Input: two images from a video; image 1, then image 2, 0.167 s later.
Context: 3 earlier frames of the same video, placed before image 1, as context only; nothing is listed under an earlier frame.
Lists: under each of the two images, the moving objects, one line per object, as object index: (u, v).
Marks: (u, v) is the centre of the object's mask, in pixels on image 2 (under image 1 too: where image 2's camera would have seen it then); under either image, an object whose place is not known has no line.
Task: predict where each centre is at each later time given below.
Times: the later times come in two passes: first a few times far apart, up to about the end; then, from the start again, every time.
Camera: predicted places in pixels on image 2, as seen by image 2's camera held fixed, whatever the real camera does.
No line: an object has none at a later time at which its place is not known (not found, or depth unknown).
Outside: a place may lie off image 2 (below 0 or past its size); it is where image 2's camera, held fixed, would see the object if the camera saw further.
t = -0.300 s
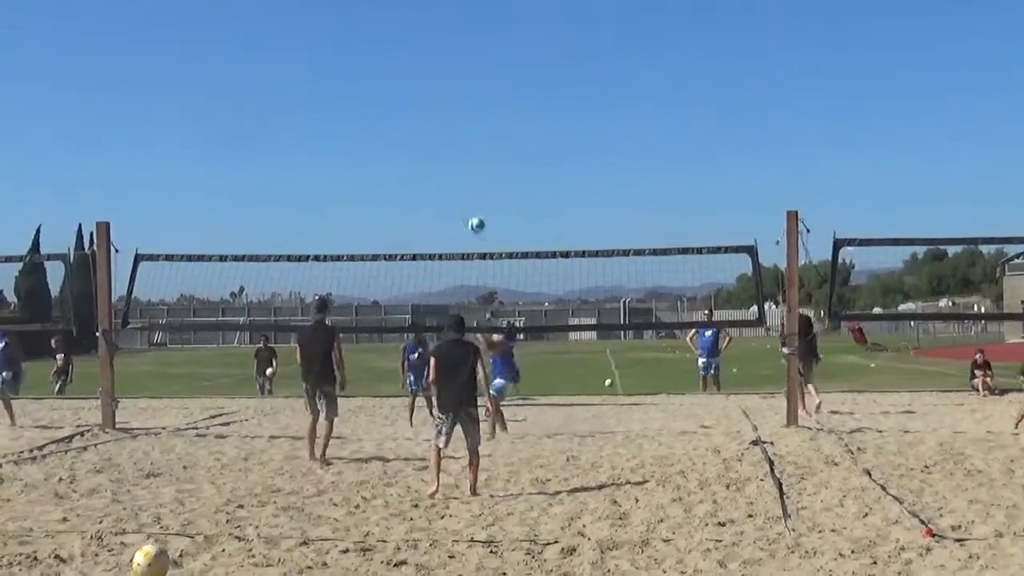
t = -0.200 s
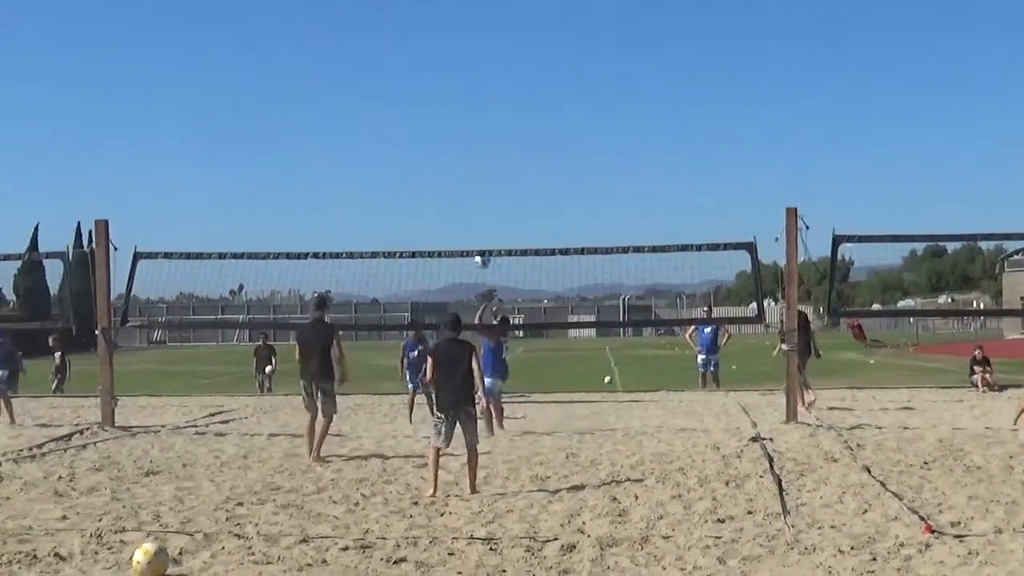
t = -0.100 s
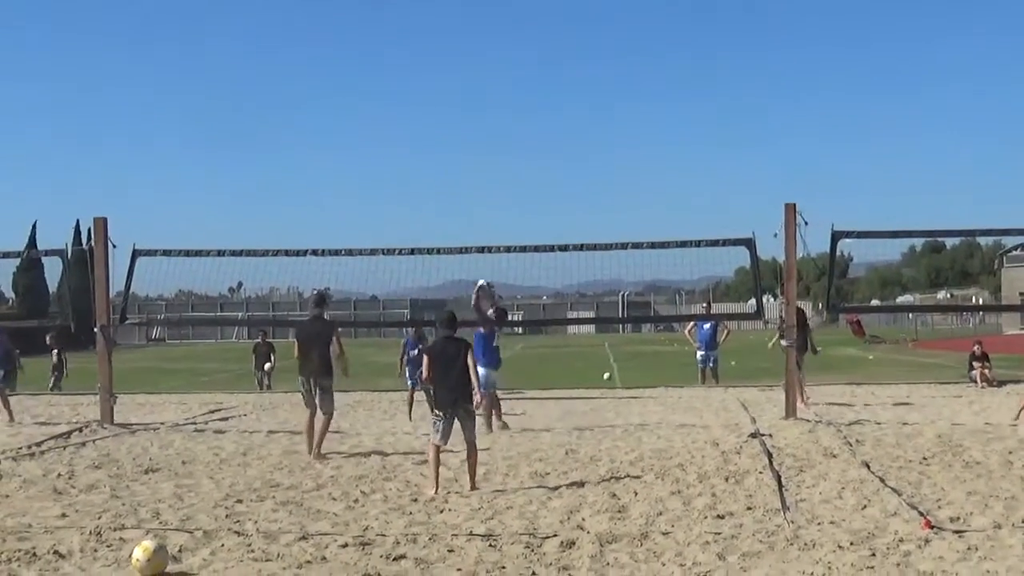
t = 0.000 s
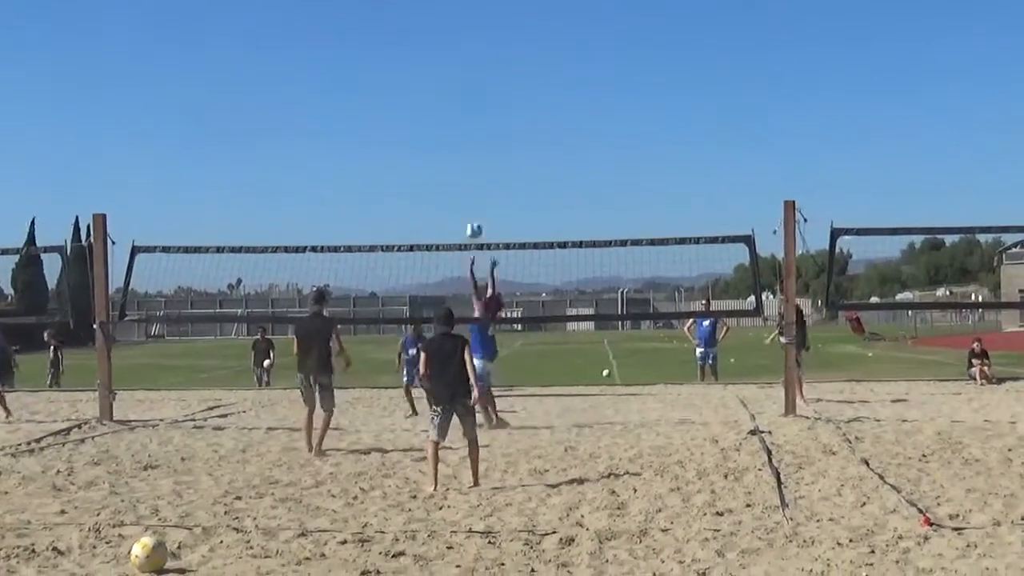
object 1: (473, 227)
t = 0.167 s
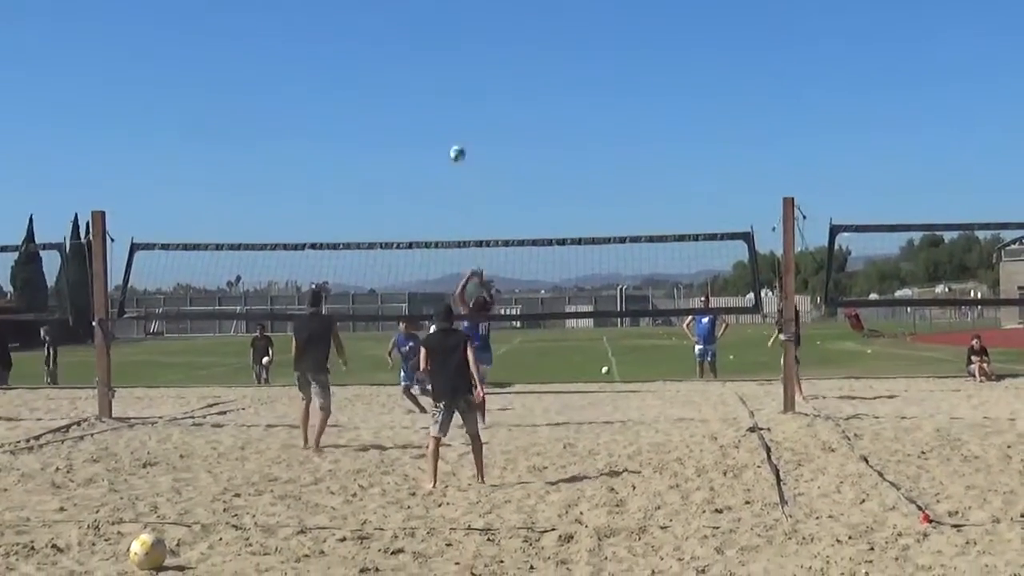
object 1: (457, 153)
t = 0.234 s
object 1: (452, 131)
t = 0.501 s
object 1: (434, 72)
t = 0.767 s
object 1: (419, 66)
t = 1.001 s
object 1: (408, 100)
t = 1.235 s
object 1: (402, 173)
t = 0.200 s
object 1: (455, 142)
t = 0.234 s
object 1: (452, 131)
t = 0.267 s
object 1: (450, 120)
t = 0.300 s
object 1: (447, 111)
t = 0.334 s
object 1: (445, 102)
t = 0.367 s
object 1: (443, 93)
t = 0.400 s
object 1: (441, 87)
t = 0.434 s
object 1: (439, 81)
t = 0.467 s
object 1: (436, 76)
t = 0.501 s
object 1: (434, 72)
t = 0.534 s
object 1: (431, 69)
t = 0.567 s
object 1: (429, 65)
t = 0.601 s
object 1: (427, 63)
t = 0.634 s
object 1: (425, 62)
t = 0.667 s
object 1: (424, 61)
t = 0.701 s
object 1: (422, 62)
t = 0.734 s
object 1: (420, 64)
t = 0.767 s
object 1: (419, 66)
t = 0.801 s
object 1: (417, 68)
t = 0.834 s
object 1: (416, 71)
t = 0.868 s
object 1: (414, 76)
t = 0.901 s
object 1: (413, 81)
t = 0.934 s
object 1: (411, 86)
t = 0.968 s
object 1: (409, 93)
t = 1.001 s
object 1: (408, 100)
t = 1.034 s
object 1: (407, 109)
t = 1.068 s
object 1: (406, 118)
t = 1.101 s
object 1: (405, 126)
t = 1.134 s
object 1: (405, 137)
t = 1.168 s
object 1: (404, 148)
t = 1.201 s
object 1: (403, 160)
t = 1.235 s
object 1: (402, 173)
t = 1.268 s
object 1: (401, 187)
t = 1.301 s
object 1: (401, 200)
